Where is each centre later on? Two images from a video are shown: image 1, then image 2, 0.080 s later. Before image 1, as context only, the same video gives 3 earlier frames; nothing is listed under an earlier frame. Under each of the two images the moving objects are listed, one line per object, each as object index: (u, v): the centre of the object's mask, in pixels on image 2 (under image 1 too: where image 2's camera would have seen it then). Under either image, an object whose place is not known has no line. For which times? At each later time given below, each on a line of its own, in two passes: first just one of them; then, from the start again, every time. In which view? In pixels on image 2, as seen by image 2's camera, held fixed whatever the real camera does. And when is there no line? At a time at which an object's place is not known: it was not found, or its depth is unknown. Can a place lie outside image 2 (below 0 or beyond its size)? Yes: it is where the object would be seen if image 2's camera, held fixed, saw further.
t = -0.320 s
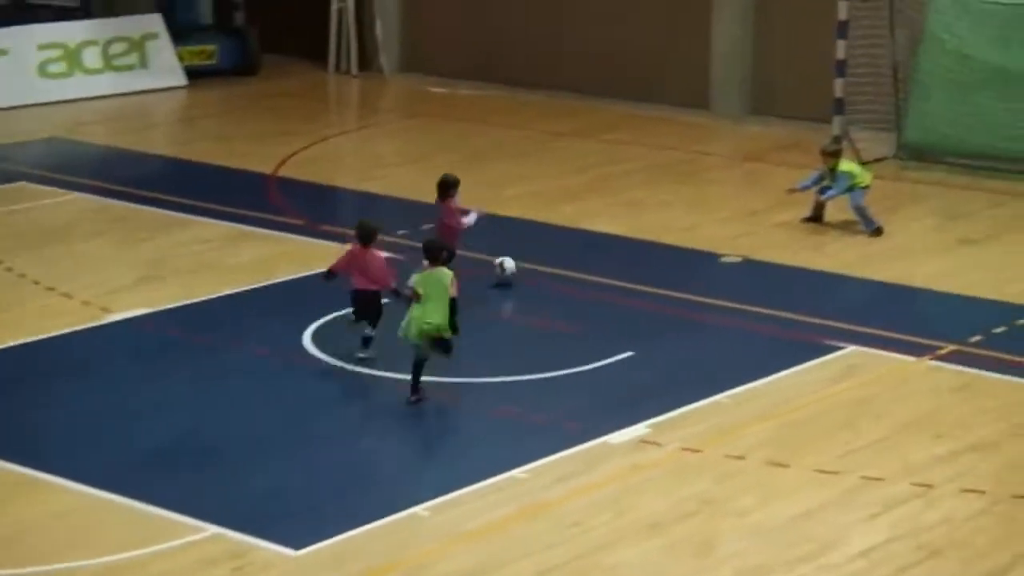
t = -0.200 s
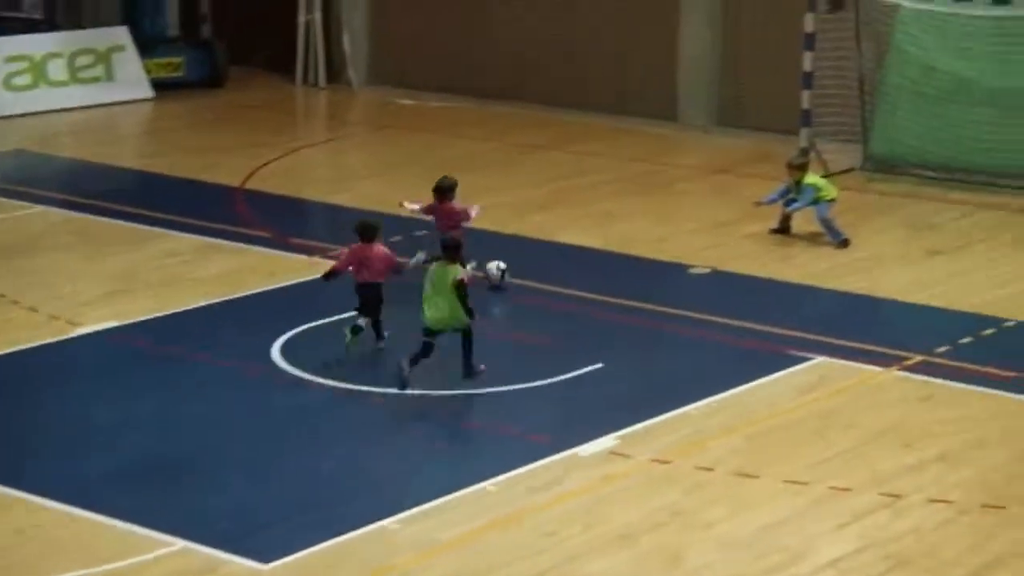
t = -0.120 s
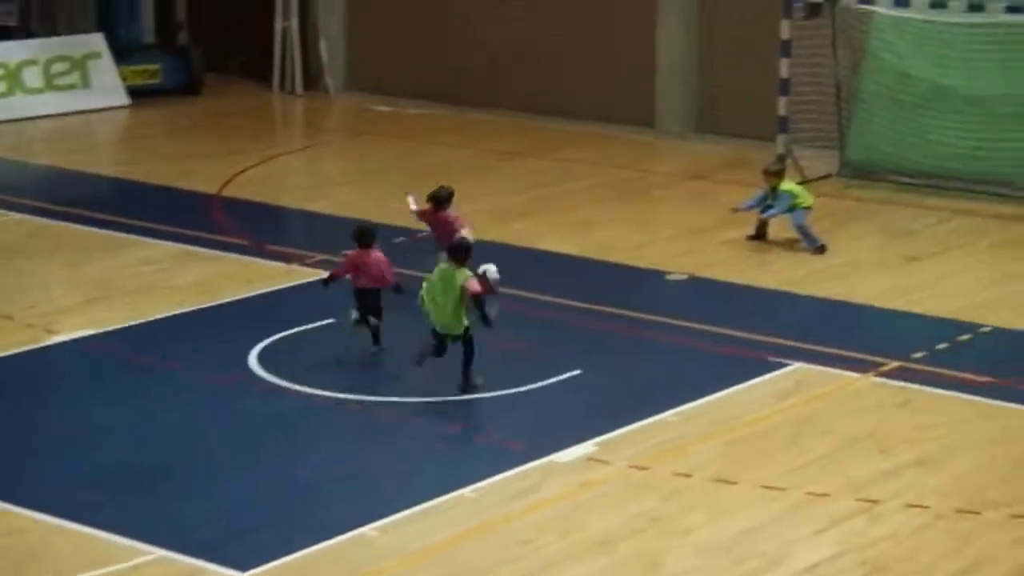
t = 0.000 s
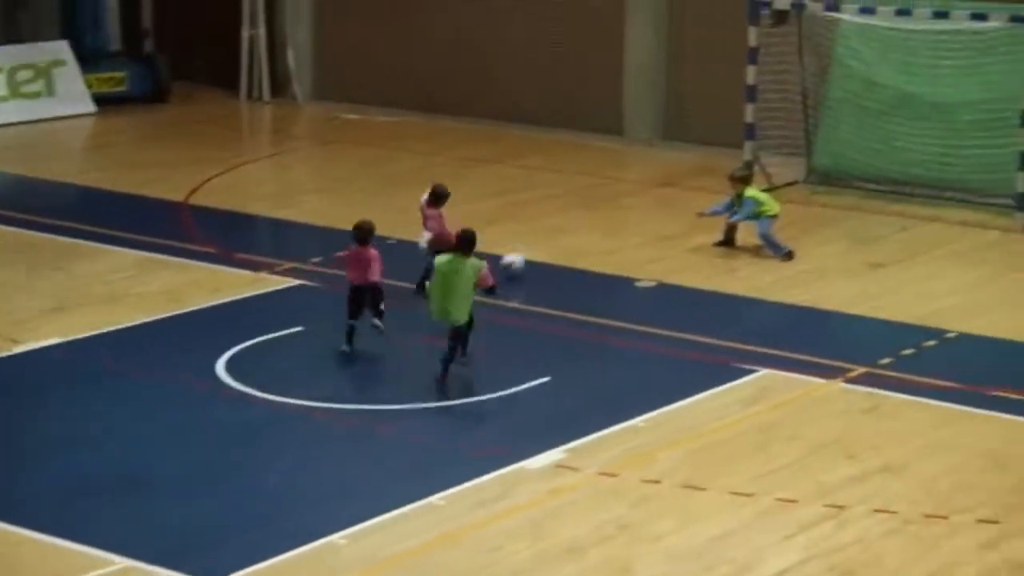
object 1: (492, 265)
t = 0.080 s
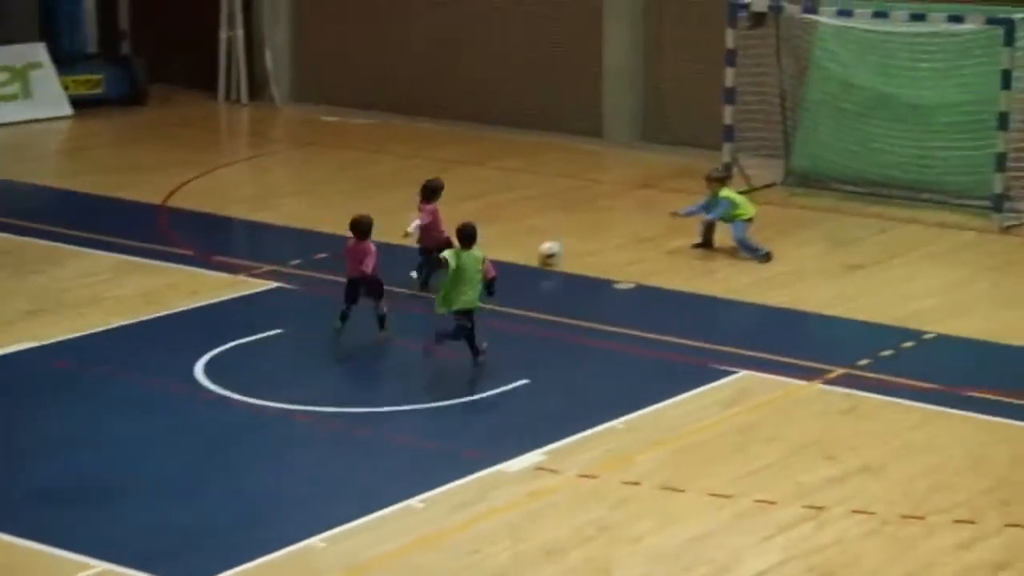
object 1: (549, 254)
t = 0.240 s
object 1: (644, 227)
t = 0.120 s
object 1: (574, 246)
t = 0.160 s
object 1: (598, 238)
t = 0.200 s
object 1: (621, 232)
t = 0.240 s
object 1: (644, 227)
